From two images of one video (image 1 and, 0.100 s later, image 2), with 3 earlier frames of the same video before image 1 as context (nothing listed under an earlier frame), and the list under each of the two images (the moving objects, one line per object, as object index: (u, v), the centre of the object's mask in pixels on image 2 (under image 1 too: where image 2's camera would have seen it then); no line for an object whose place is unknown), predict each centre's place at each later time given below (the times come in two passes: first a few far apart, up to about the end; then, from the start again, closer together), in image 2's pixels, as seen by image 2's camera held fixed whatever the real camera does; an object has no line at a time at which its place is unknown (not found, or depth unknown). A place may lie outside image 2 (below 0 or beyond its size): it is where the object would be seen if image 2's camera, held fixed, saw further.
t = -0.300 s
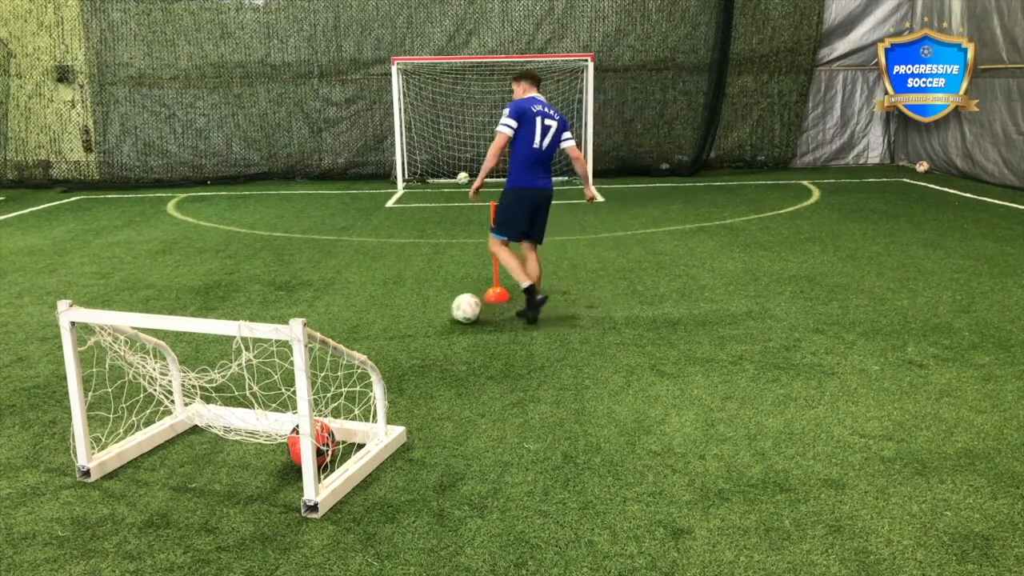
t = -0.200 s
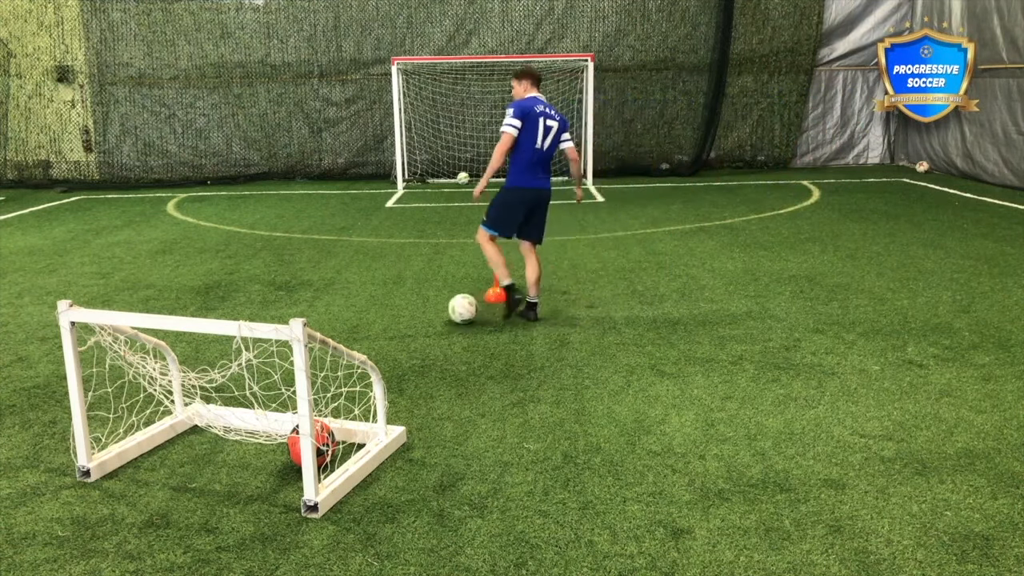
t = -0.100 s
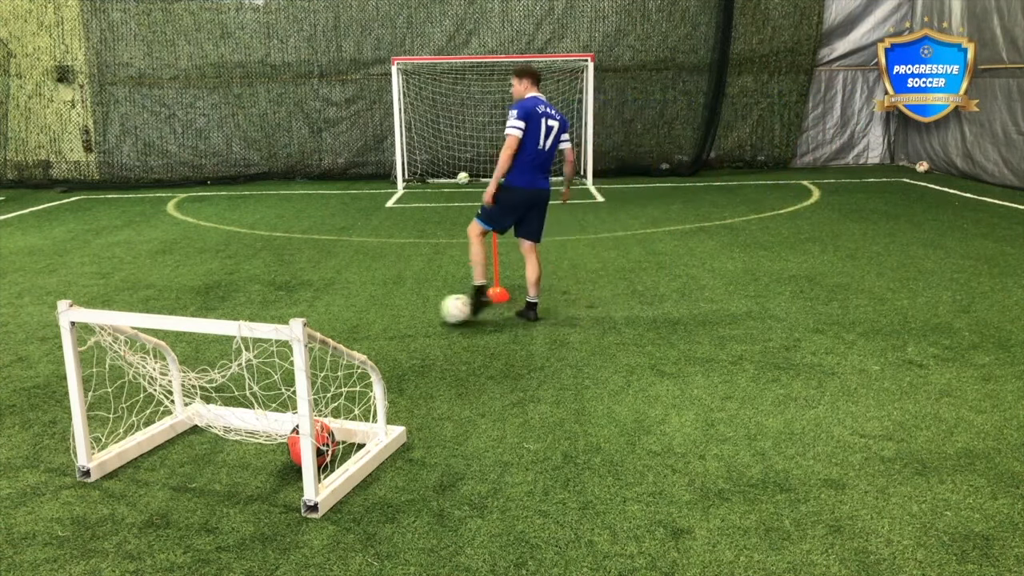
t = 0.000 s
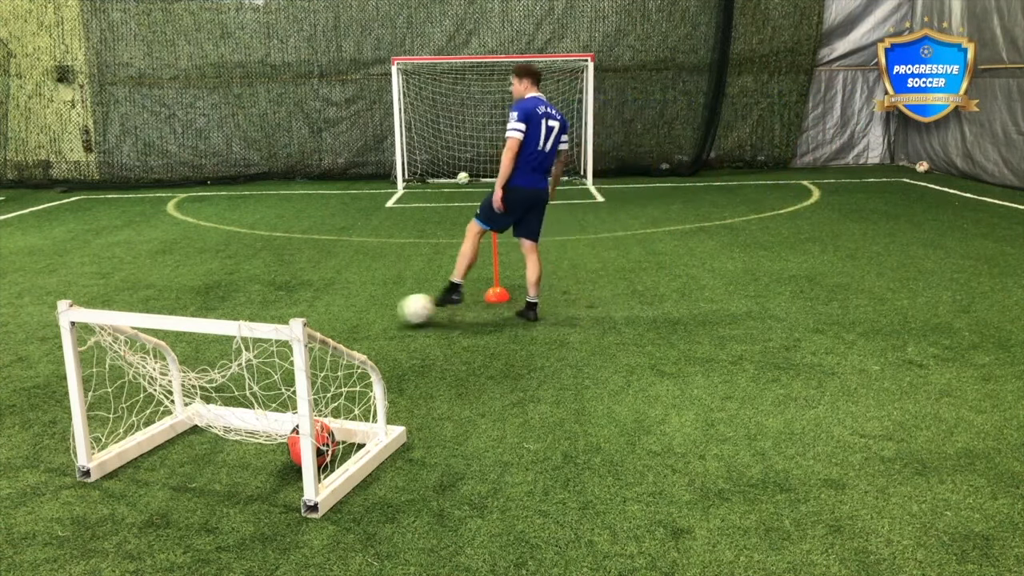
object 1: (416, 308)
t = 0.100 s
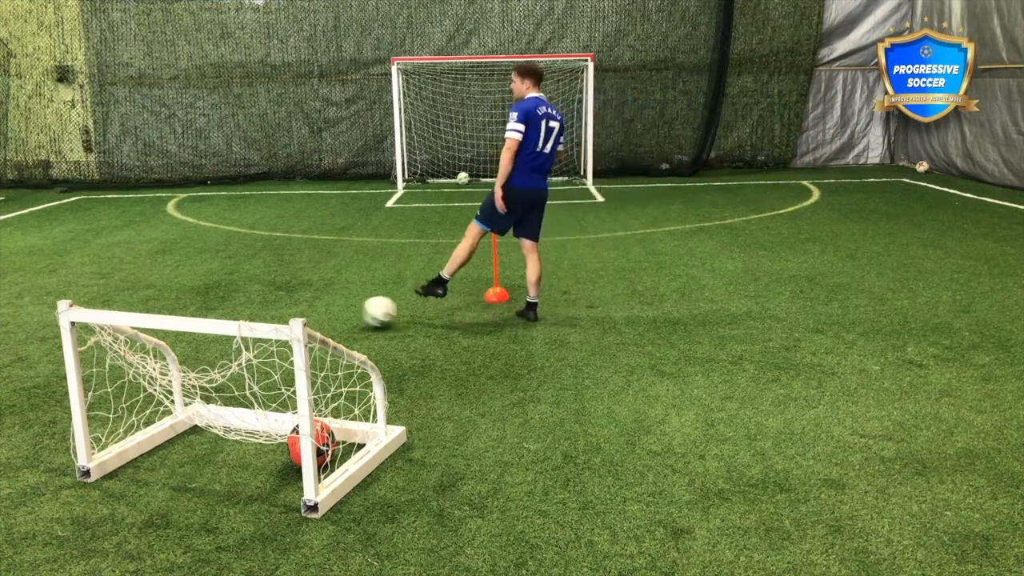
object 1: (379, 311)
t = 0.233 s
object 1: (340, 314)
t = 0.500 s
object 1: (269, 314)
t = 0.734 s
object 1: (209, 314)
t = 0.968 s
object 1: (150, 314)
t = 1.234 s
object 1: (85, 332)
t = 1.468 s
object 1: (28, 334)
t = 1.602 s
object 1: (7, 336)
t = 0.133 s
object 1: (369, 310)
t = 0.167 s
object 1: (359, 312)
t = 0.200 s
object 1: (349, 313)
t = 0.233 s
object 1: (340, 314)
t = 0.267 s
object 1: (331, 314)
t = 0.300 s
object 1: (323, 315)
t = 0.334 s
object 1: (315, 316)
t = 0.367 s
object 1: (305, 313)
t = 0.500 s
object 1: (269, 314)
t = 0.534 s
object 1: (260, 314)
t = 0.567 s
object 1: (251, 313)
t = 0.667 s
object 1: (226, 314)
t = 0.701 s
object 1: (217, 313)
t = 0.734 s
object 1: (209, 314)
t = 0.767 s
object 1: (200, 314)
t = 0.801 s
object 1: (192, 313)
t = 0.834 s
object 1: (183, 313)
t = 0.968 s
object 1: (150, 314)
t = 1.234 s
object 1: (85, 332)
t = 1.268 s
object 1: (84, 332)
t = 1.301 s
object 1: (55, 332)
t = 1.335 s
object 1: (51, 332)
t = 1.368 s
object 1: (47, 331)
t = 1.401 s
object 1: (42, 332)
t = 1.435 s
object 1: (35, 333)
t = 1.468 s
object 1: (28, 334)
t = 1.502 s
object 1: (19, 335)
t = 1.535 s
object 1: (15, 336)
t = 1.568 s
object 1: (11, 337)
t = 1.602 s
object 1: (7, 336)
